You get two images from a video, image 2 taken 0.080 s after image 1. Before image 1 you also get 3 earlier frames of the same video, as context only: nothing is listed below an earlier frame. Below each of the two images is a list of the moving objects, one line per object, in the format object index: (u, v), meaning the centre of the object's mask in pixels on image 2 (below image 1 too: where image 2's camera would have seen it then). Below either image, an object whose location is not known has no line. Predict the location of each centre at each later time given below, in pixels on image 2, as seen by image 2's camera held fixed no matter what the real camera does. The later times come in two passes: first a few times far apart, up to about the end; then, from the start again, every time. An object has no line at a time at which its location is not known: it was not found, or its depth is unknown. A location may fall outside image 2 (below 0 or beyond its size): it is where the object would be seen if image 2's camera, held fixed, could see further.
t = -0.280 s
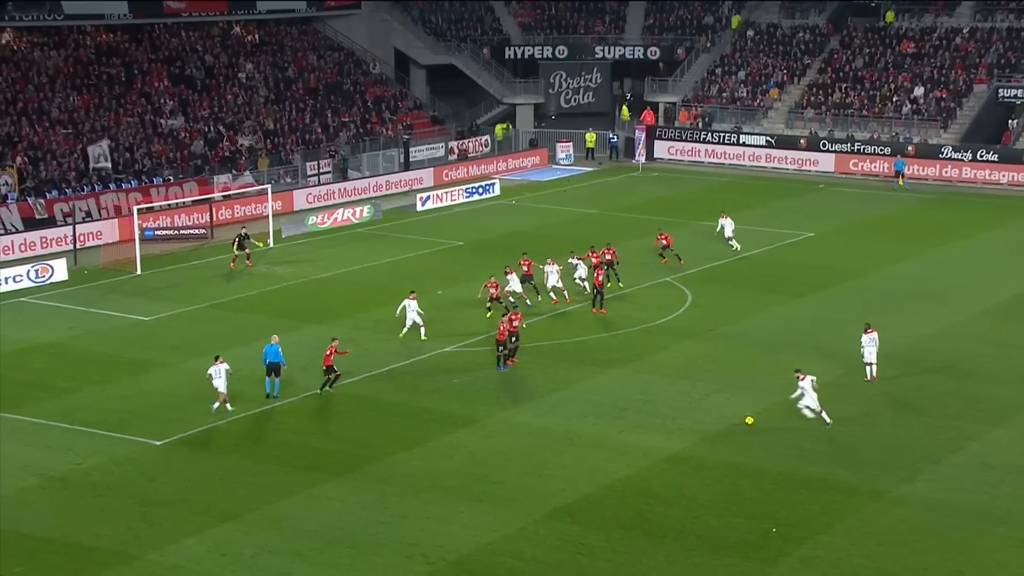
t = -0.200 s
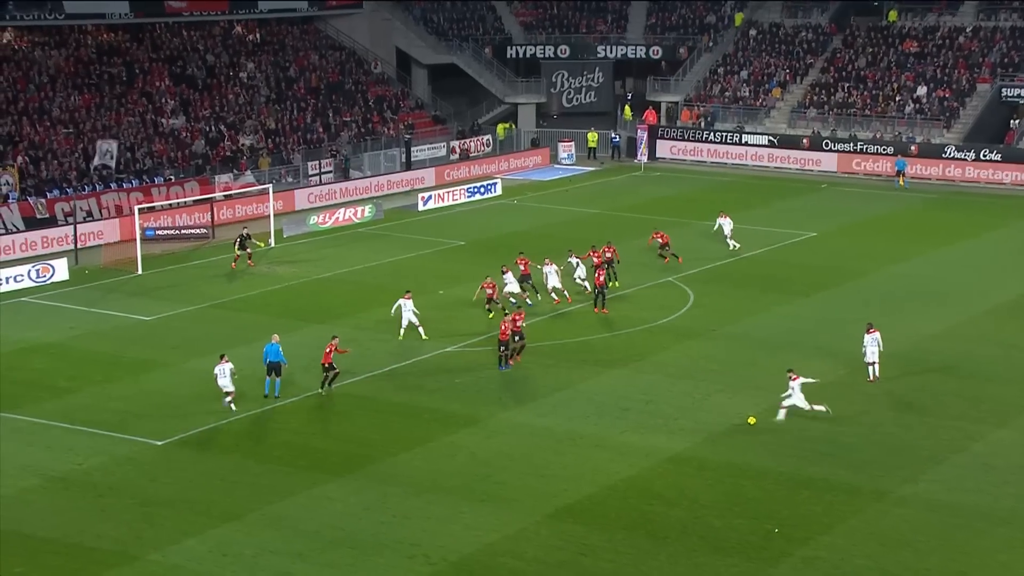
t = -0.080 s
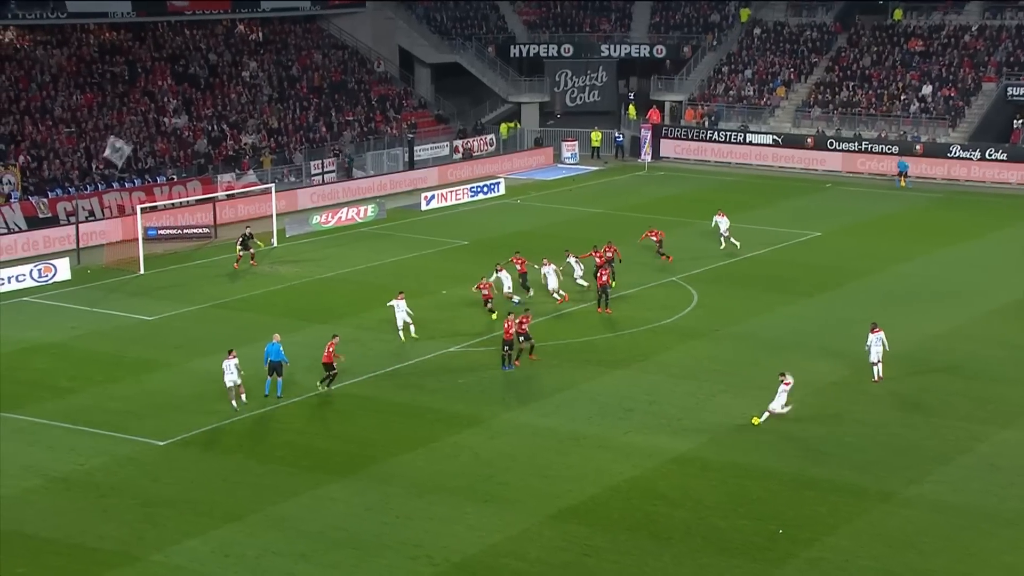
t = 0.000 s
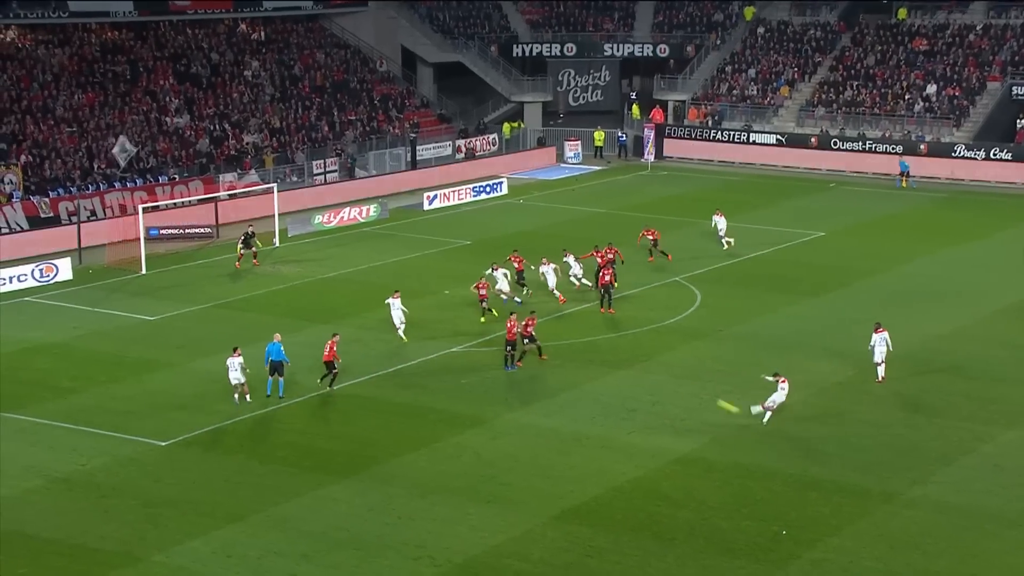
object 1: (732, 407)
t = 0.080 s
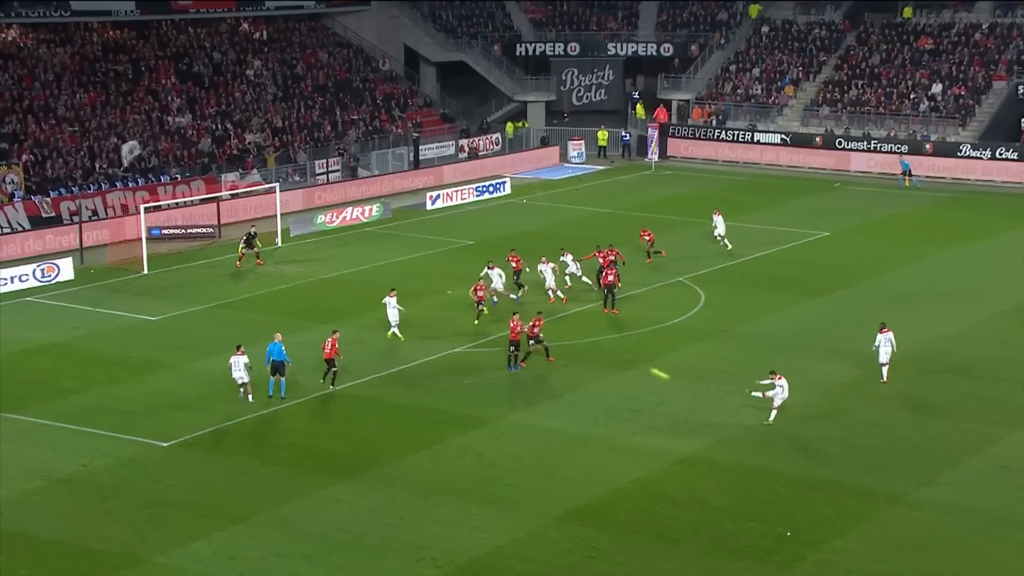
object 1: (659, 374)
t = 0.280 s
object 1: (515, 311)
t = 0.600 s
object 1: (364, 262)
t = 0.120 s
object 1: (627, 359)
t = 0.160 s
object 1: (596, 346)
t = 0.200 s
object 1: (567, 334)
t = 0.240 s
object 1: (541, 323)
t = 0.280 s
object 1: (515, 311)
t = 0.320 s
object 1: (493, 304)
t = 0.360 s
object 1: (469, 295)
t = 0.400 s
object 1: (448, 288)
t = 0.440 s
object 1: (430, 281)
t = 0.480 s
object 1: (412, 276)
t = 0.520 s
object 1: (395, 270)
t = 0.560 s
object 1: (380, 266)
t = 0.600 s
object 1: (364, 262)
